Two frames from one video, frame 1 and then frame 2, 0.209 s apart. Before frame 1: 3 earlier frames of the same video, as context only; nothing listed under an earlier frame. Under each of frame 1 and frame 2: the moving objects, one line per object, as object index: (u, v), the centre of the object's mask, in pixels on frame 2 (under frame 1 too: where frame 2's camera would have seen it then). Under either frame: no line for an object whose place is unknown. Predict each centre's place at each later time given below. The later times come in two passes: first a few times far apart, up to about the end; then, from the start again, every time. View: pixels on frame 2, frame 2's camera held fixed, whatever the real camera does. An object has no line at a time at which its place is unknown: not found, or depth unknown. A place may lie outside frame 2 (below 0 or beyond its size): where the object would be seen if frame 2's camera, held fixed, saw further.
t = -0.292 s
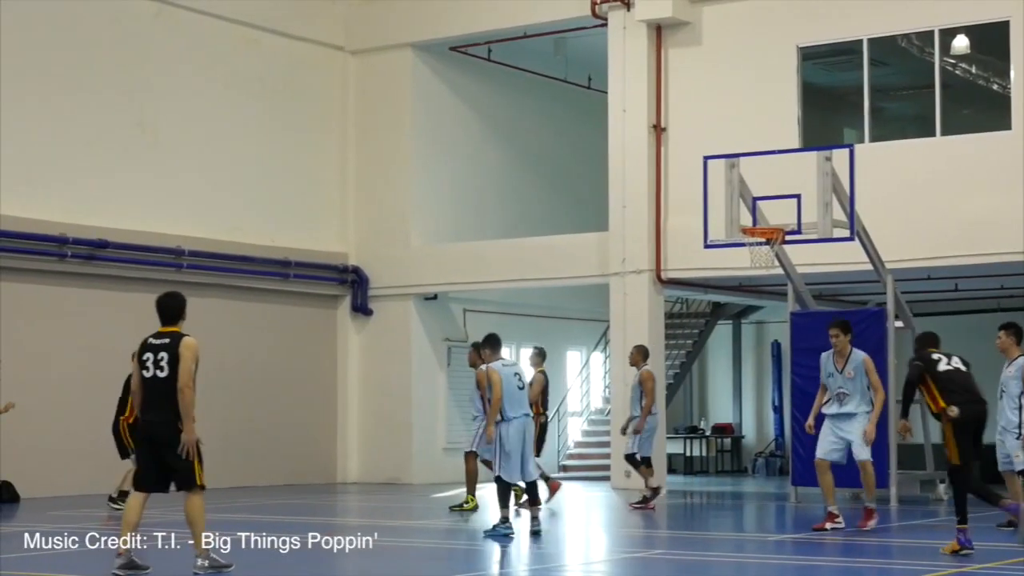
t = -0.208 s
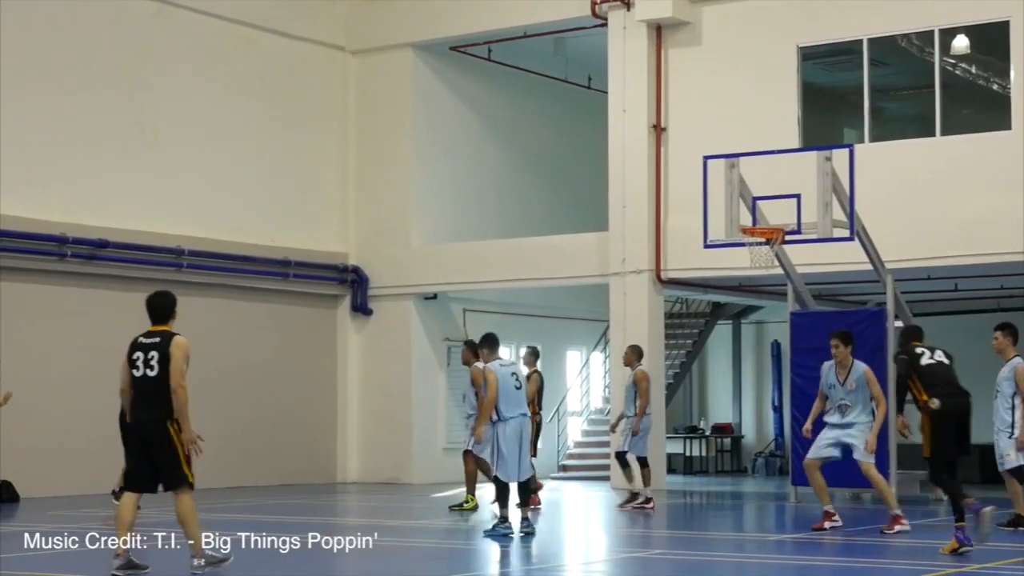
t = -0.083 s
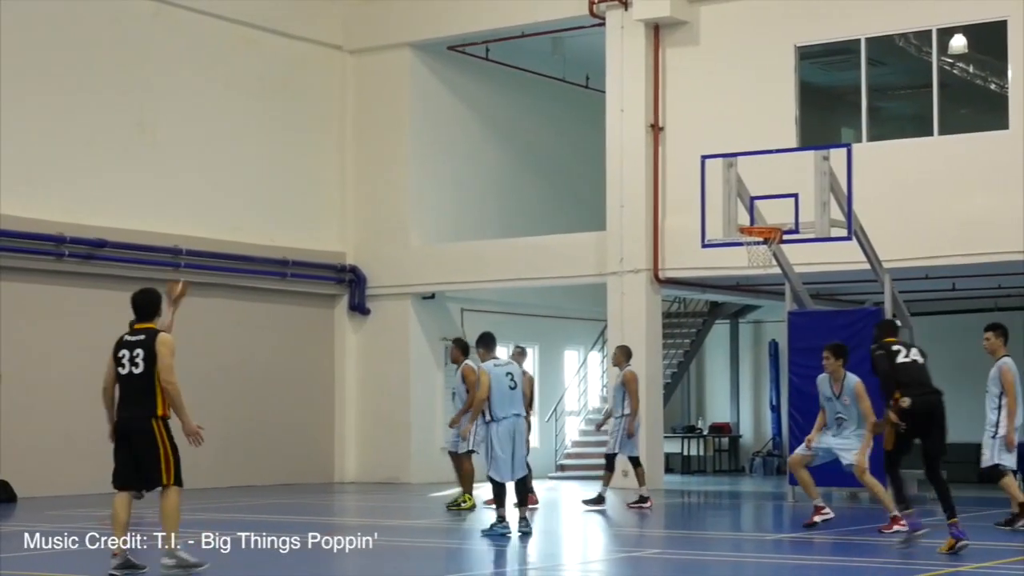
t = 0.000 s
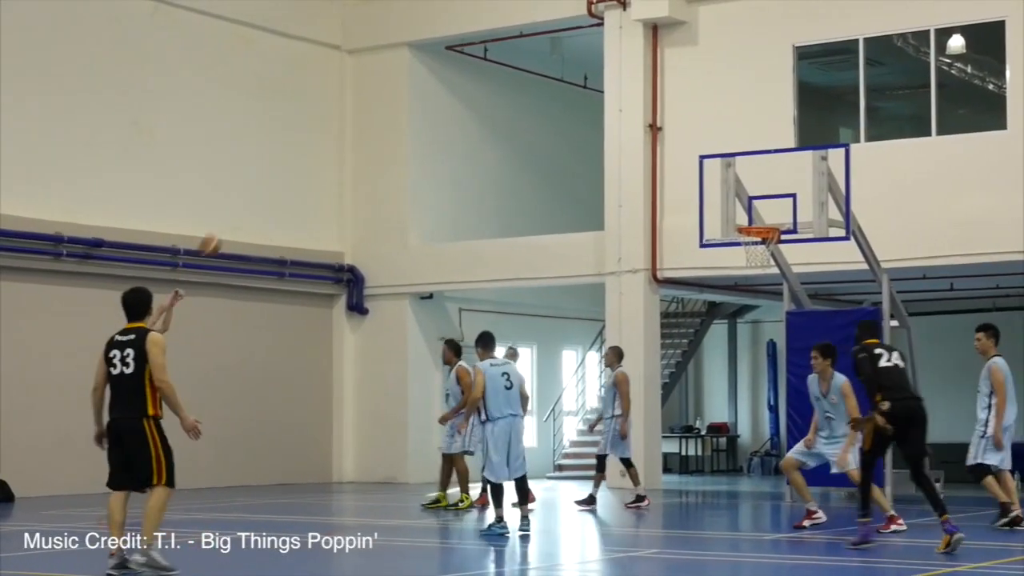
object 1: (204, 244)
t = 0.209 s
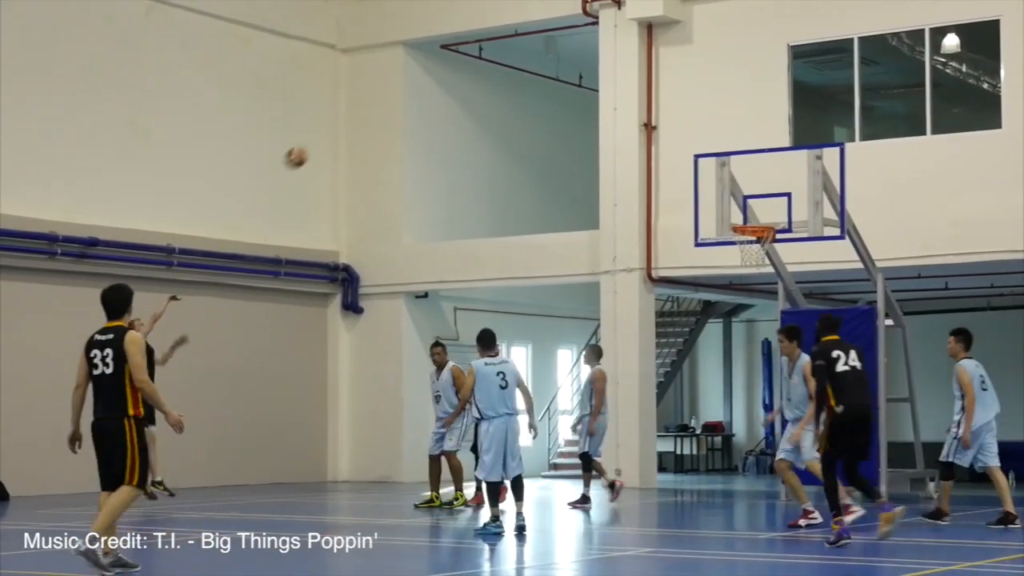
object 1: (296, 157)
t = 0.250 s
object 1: (314, 143)
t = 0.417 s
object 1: (386, 102)
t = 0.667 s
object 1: (492, 79)
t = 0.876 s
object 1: (582, 96)
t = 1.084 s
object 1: (673, 148)
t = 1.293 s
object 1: (761, 238)
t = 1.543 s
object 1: (738, 250)
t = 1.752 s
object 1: (736, 285)
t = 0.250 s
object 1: (314, 143)
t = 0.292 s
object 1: (332, 132)
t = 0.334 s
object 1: (350, 120)
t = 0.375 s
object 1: (368, 110)
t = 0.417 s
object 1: (386, 102)
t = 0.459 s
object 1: (404, 95)
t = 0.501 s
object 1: (421, 90)
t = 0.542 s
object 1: (439, 84)
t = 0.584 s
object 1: (457, 81)
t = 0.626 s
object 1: (475, 80)
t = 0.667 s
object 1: (492, 79)
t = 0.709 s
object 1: (510, 80)
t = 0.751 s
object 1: (528, 82)
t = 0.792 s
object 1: (547, 85)
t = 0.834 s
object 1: (564, 90)
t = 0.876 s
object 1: (582, 96)
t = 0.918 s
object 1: (599, 103)
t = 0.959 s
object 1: (619, 113)
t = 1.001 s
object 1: (638, 124)
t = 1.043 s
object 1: (653, 134)
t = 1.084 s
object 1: (673, 148)
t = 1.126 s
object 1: (691, 163)
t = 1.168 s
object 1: (712, 179)
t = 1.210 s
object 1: (730, 195)
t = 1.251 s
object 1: (749, 215)
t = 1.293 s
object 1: (761, 238)
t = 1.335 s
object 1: (752, 246)
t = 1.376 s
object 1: (747, 250)
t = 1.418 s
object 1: (742, 247)
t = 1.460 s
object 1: (740, 246)
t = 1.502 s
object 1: (739, 248)
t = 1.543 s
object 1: (738, 250)
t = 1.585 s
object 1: (738, 254)
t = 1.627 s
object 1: (737, 260)
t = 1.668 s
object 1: (737, 268)
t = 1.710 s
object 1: (737, 276)
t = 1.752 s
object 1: (736, 285)
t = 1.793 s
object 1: (735, 297)
